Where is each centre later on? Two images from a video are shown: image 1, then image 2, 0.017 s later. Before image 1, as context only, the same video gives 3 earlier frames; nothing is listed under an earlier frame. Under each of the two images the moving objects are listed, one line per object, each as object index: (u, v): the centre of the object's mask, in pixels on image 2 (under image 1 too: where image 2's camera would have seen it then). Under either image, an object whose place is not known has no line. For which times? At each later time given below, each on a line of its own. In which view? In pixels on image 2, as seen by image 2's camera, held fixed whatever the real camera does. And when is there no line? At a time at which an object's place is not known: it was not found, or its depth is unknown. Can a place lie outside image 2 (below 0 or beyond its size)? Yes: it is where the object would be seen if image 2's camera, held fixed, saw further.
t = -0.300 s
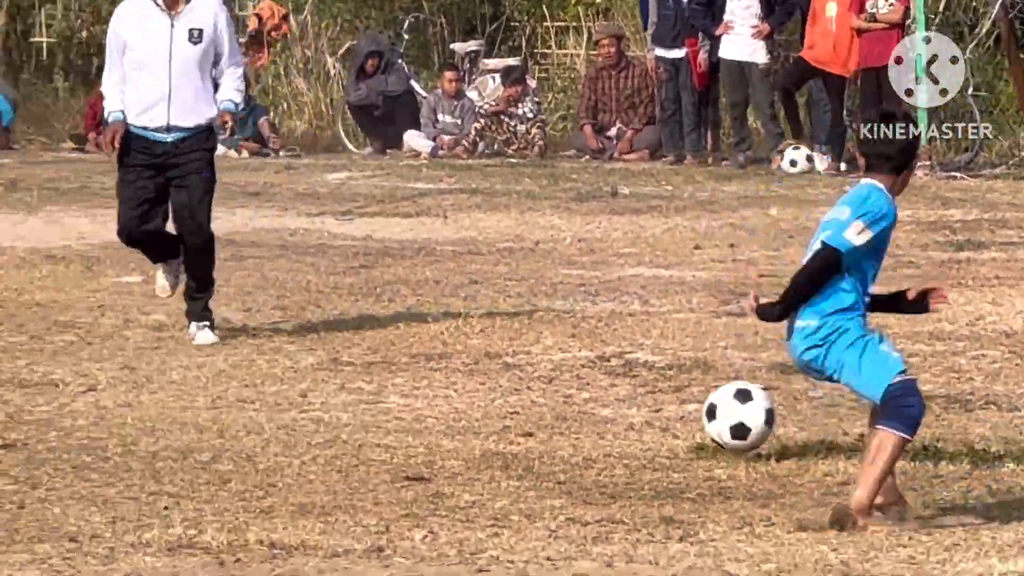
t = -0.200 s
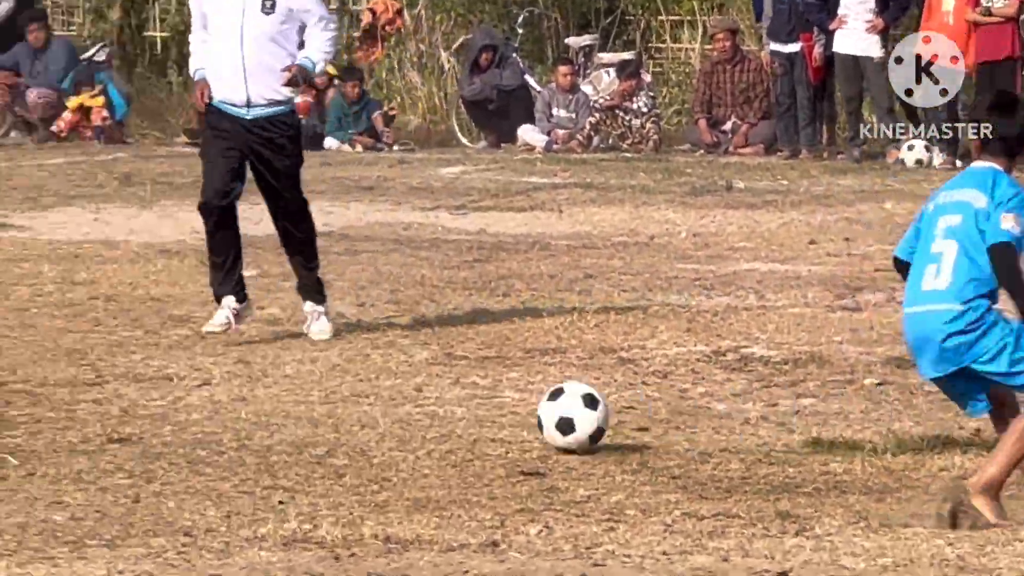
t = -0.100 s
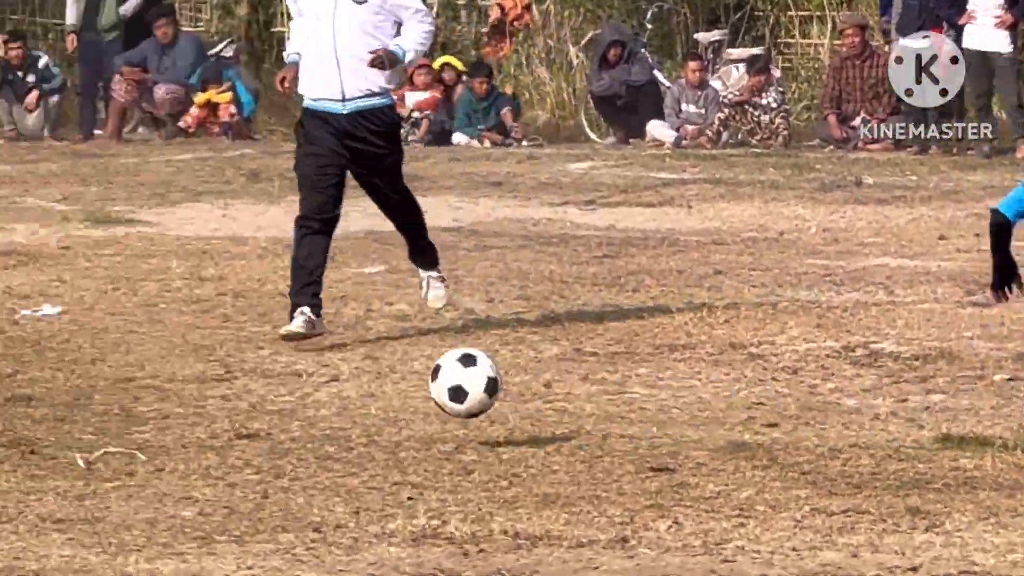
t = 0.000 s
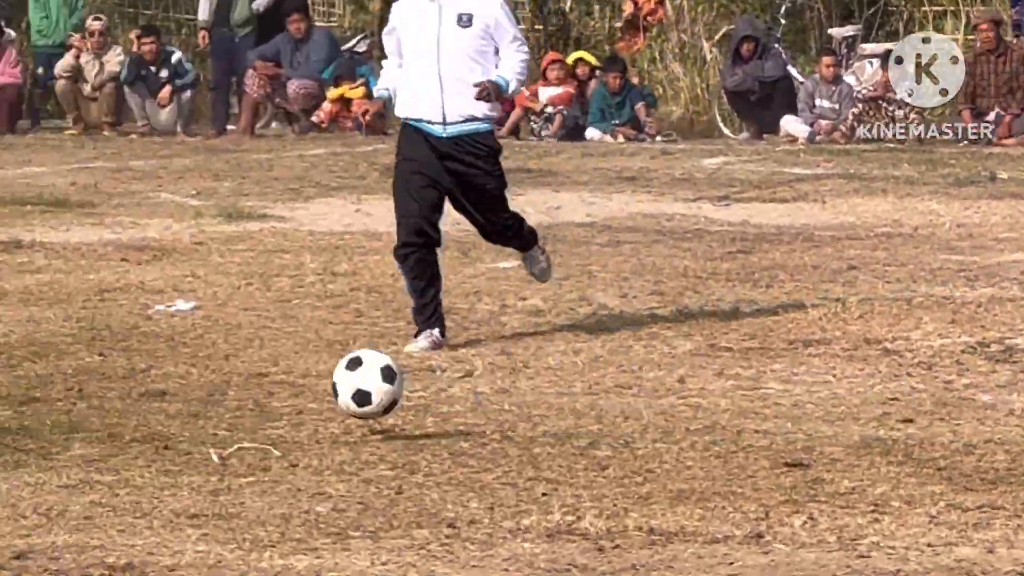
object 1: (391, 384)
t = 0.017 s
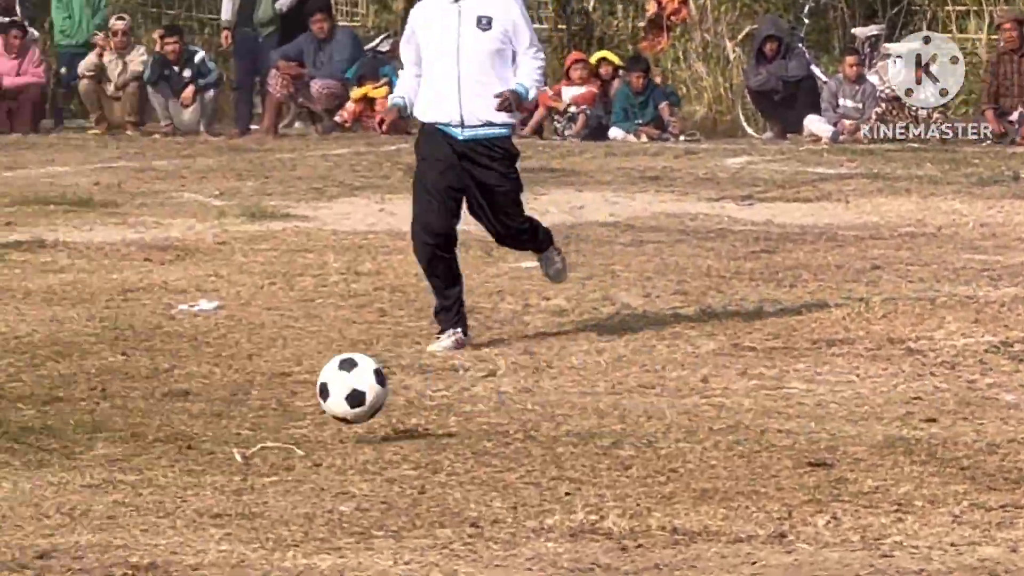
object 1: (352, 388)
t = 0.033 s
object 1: (314, 393)
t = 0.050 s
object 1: (277, 399)
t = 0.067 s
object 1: (240, 406)
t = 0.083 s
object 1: (202, 409)
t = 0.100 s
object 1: (165, 406)
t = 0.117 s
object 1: (129, 401)
